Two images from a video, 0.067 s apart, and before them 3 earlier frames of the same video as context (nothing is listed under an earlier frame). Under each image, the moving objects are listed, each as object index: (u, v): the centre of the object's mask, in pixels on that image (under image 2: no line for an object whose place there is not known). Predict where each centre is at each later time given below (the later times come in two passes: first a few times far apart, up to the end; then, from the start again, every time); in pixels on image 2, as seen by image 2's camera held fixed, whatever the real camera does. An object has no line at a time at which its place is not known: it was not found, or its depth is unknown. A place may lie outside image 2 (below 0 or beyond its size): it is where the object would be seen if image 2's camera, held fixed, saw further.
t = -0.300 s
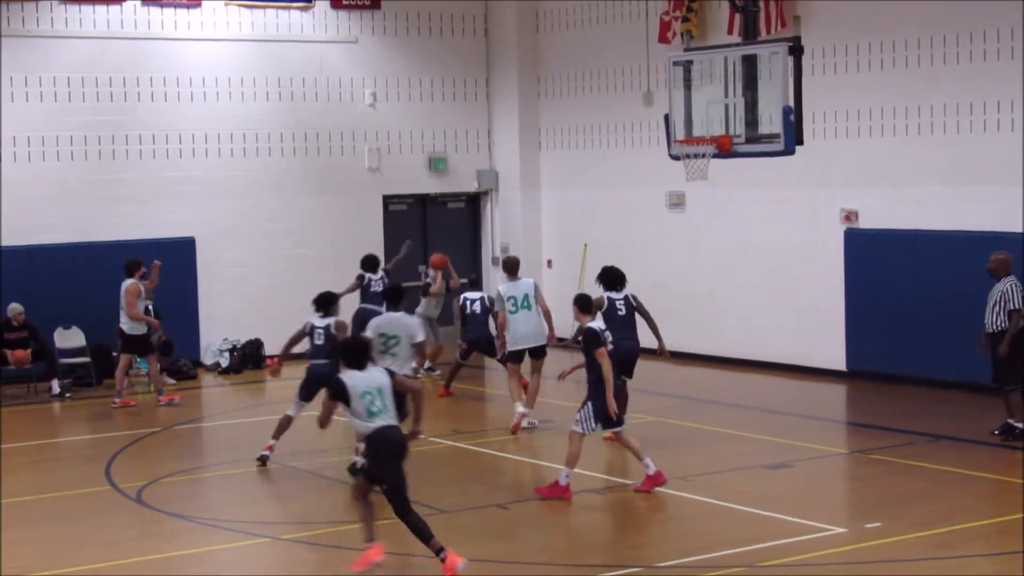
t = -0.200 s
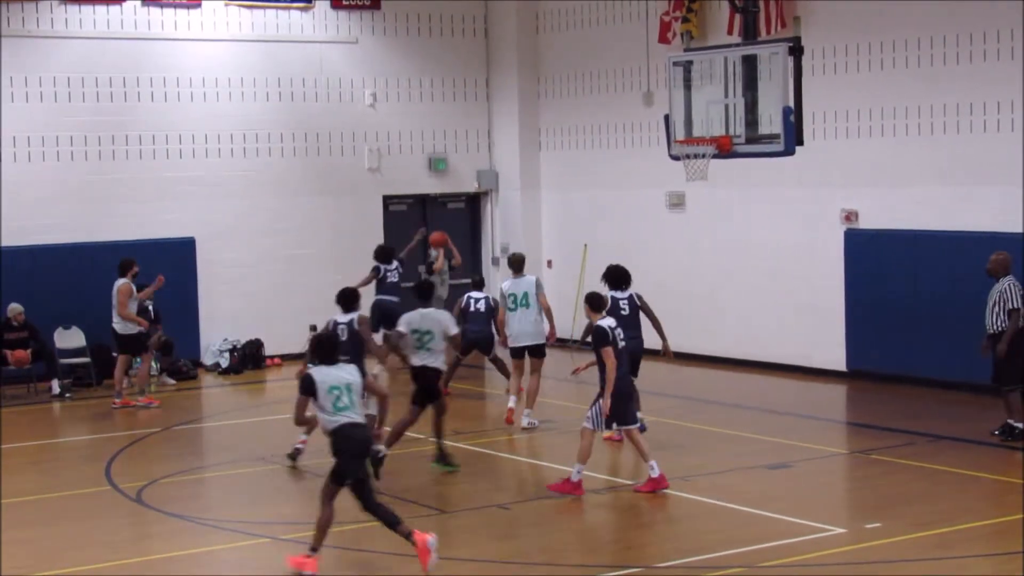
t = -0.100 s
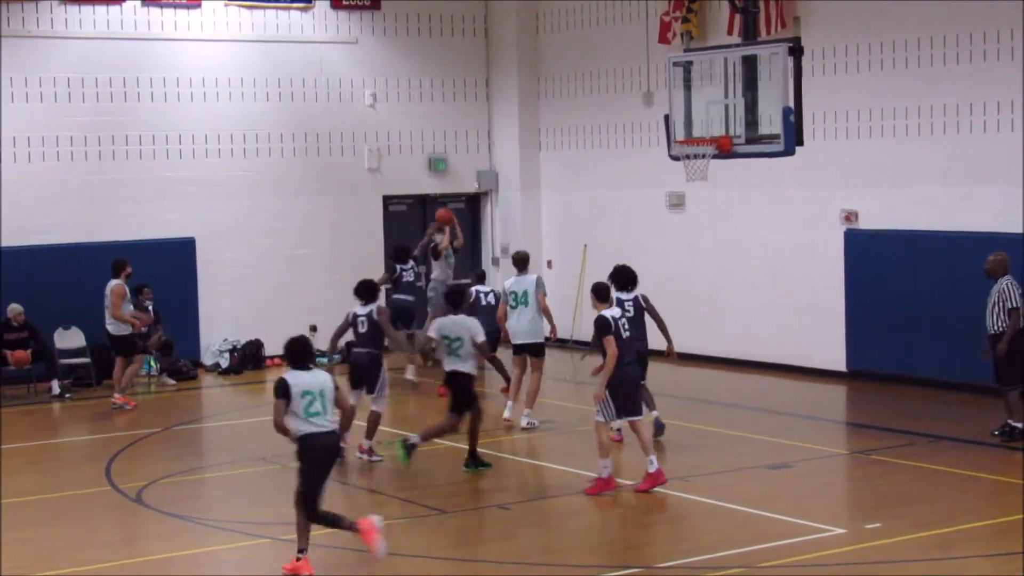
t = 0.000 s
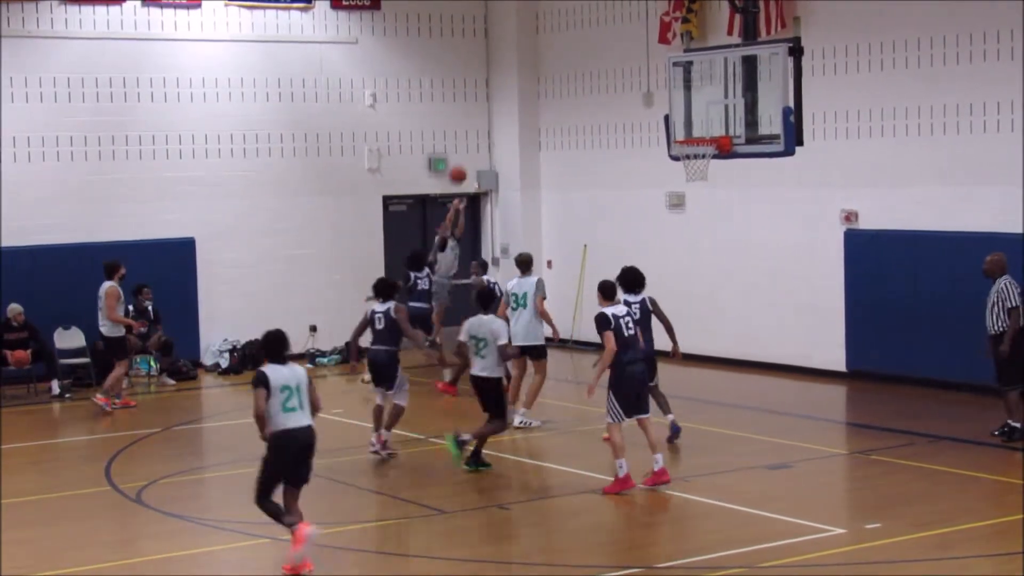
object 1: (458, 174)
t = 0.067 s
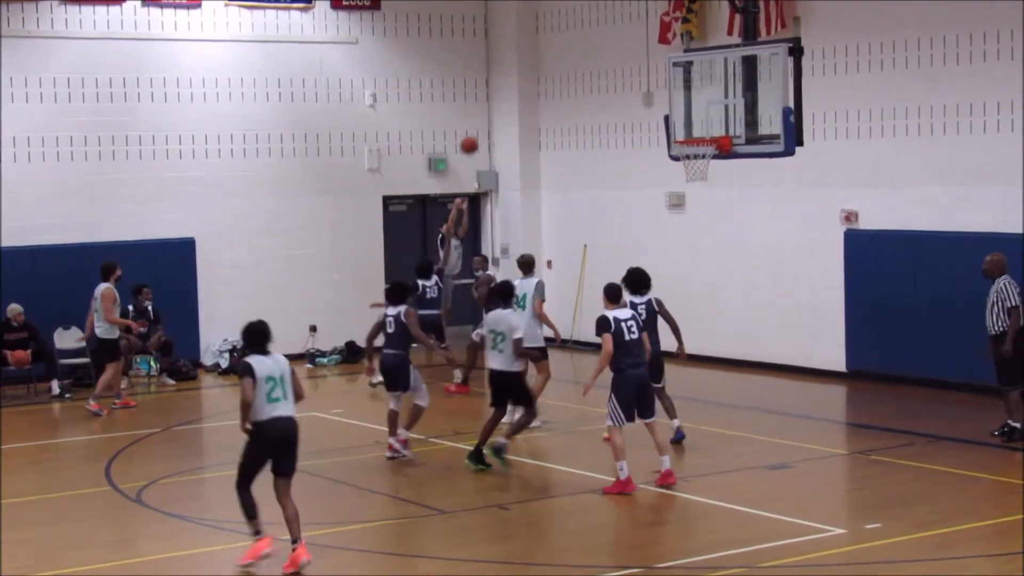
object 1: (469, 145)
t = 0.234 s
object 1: (500, 83)
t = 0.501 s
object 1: (555, 23)
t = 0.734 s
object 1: (605, 14)
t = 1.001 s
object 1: (652, 60)
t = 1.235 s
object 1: (584, 119)
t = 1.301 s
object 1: (566, 144)
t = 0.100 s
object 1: (475, 131)
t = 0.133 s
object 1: (481, 118)
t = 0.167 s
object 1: (487, 106)
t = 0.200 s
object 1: (493, 94)
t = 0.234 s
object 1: (500, 83)
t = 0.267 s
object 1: (506, 72)
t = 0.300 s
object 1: (512, 62)
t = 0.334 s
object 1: (519, 54)
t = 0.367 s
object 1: (525, 46)
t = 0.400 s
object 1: (532, 39)
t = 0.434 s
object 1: (540, 33)
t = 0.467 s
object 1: (547, 27)
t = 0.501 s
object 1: (555, 23)
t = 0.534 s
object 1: (561, 19)
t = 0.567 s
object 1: (569, 16)
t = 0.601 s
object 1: (576, 14)
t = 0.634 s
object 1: (583, 13)
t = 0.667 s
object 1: (590, 13)
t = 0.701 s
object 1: (598, 13)
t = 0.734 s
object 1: (605, 14)
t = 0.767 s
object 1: (614, 18)
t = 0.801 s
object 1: (622, 21)
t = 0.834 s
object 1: (630, 26)
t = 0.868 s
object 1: (638, 32)
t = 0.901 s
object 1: (647, 39)
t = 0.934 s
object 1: (655, 47)
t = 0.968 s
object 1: (661, 54)
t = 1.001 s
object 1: (652, 60)
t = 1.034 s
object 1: (642, 66)
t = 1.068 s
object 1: (632, 72)
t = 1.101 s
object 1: (623, 80)
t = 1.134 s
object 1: (612, 88)
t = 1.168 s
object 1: (603, 97)
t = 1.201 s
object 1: (593, 108)
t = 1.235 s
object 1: (584, 119)
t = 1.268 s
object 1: (575, 130)
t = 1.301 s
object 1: (566, 144)
